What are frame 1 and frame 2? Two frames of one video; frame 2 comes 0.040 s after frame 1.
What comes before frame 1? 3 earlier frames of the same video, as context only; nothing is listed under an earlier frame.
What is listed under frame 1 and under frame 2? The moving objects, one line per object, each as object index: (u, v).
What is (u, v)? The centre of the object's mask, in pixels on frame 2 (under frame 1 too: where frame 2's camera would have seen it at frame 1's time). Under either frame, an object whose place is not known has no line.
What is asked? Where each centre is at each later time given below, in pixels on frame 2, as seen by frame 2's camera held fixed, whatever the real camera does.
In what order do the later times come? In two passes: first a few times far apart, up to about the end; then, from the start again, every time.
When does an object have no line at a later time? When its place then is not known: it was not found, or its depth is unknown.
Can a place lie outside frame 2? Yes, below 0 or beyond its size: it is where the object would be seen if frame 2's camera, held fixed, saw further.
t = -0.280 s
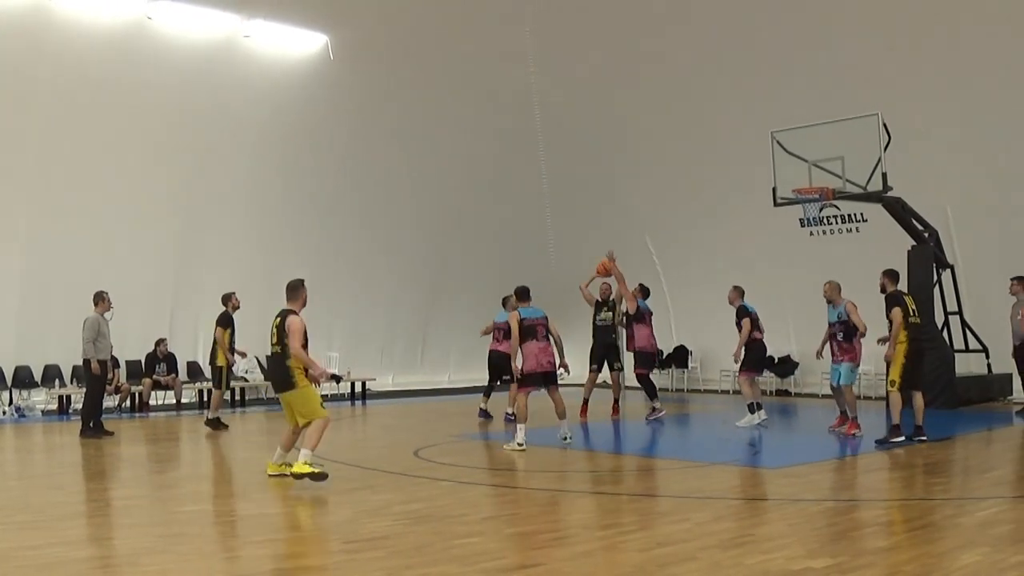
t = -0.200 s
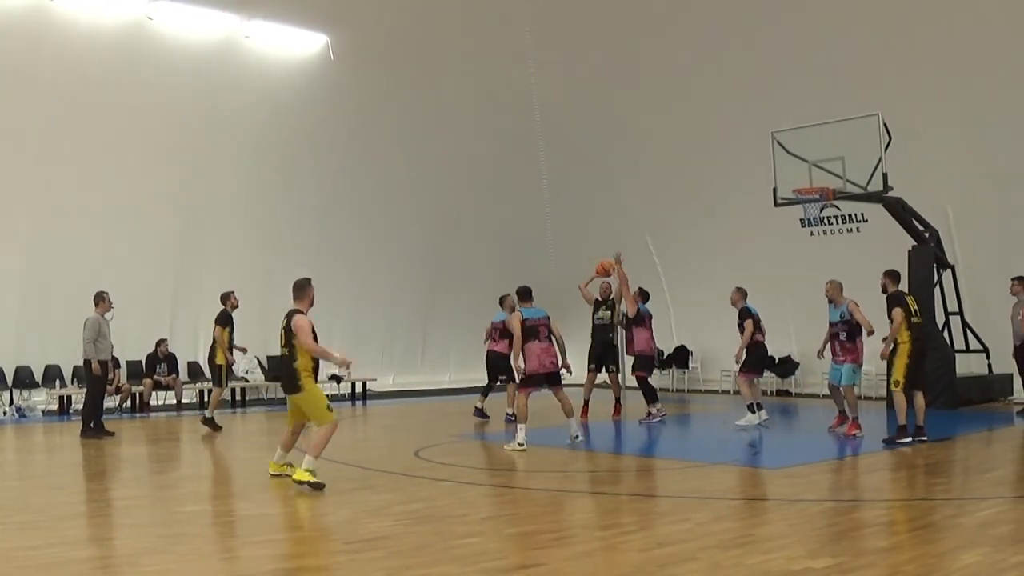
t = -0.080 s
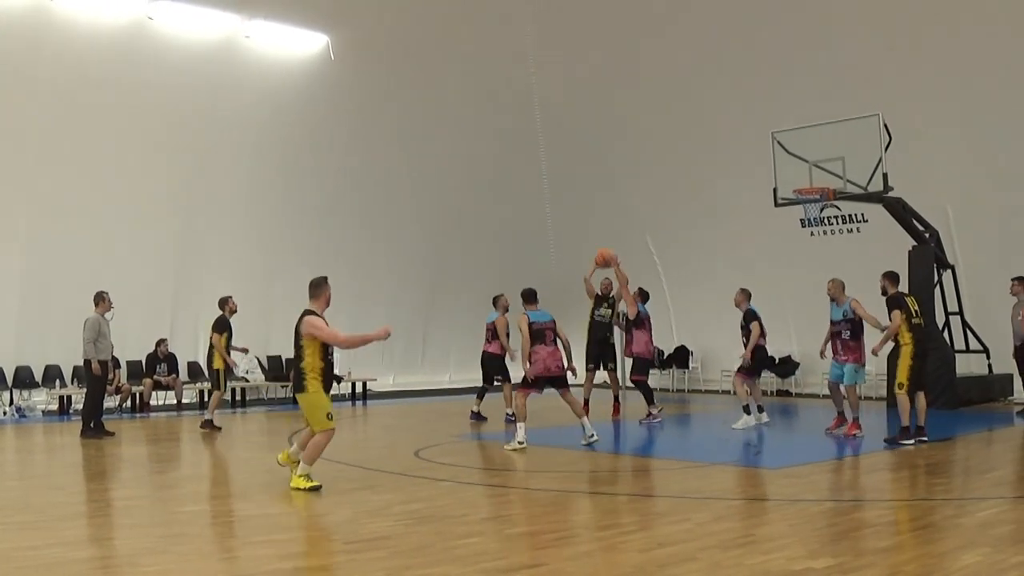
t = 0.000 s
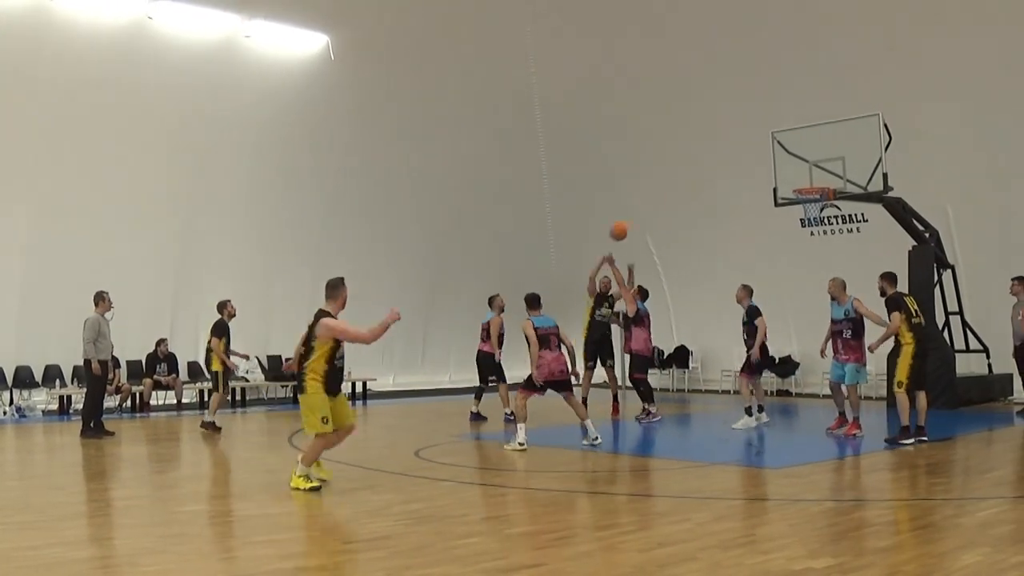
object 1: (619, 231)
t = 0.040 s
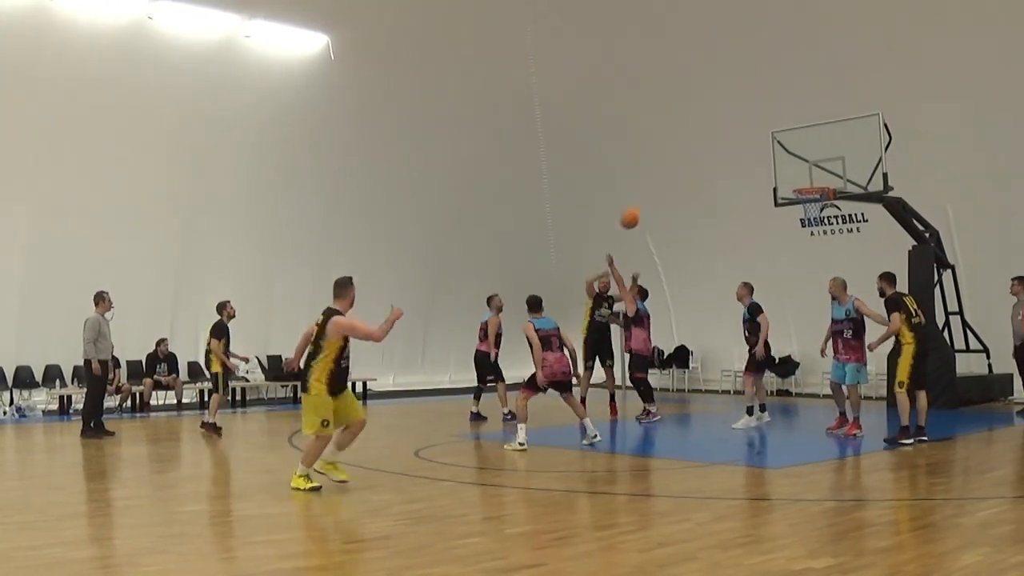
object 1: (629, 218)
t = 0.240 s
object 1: (693, 172)
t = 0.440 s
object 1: (779, 148)
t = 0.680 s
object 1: (920, 172)
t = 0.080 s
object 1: (641, 207)
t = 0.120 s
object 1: (654, 197)
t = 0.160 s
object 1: (665, 188)
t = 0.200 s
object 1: (679, 179)
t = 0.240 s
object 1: (693, 172)
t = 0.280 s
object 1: (708, 164)
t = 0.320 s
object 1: (724, 158)
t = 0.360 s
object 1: (741, 153)
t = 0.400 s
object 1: (759, 150)
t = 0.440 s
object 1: (779, 148)
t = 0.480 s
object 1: (797, 148)
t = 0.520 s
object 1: (820, 148)
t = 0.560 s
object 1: (842, 151)
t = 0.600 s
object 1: (866, 156)
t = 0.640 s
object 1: (894, 163)
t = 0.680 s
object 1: (920, 172)
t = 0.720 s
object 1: (956, 185)
